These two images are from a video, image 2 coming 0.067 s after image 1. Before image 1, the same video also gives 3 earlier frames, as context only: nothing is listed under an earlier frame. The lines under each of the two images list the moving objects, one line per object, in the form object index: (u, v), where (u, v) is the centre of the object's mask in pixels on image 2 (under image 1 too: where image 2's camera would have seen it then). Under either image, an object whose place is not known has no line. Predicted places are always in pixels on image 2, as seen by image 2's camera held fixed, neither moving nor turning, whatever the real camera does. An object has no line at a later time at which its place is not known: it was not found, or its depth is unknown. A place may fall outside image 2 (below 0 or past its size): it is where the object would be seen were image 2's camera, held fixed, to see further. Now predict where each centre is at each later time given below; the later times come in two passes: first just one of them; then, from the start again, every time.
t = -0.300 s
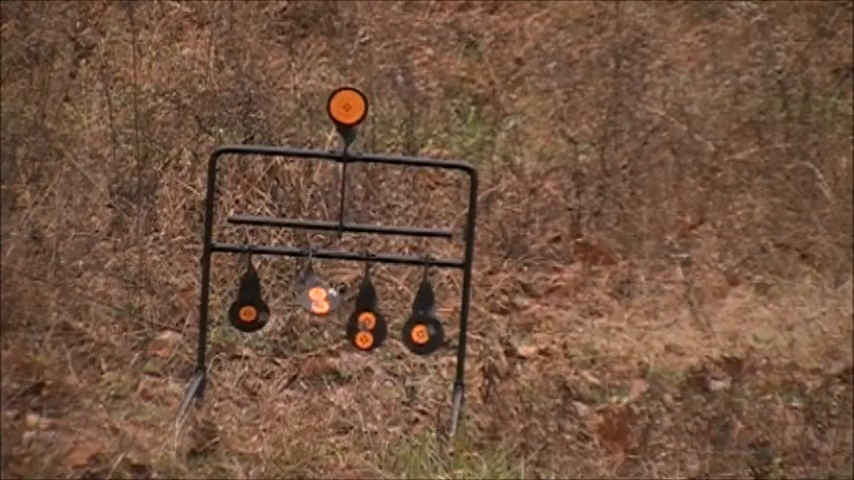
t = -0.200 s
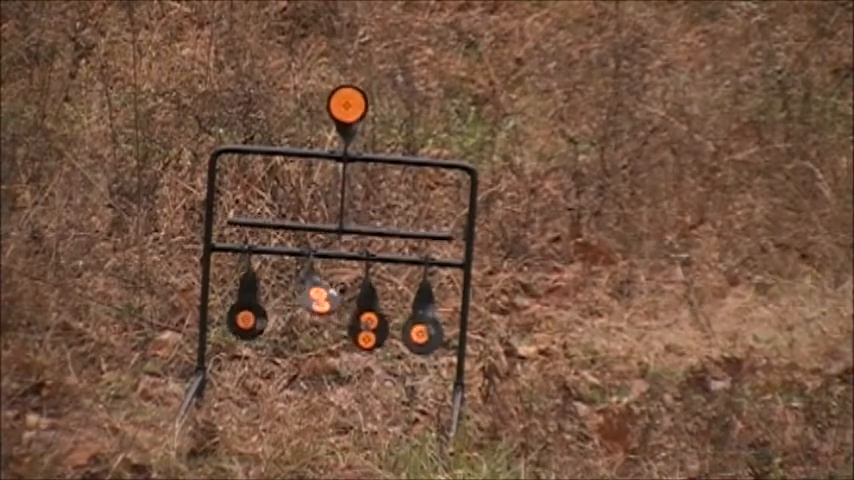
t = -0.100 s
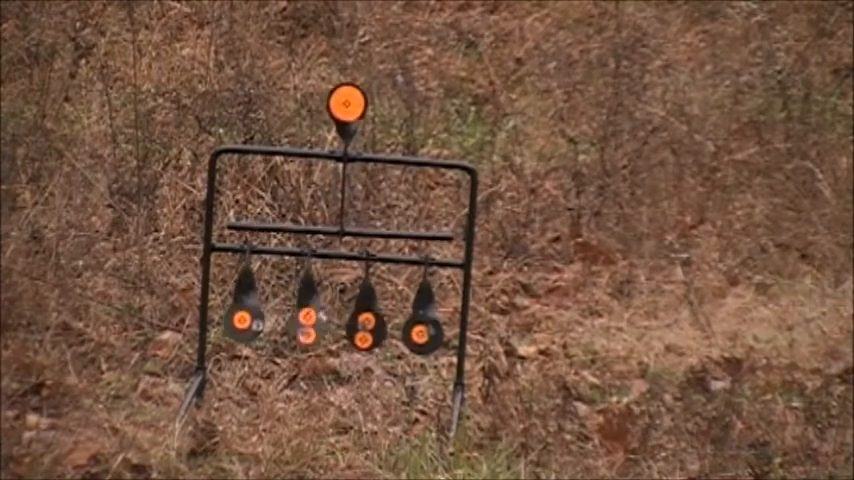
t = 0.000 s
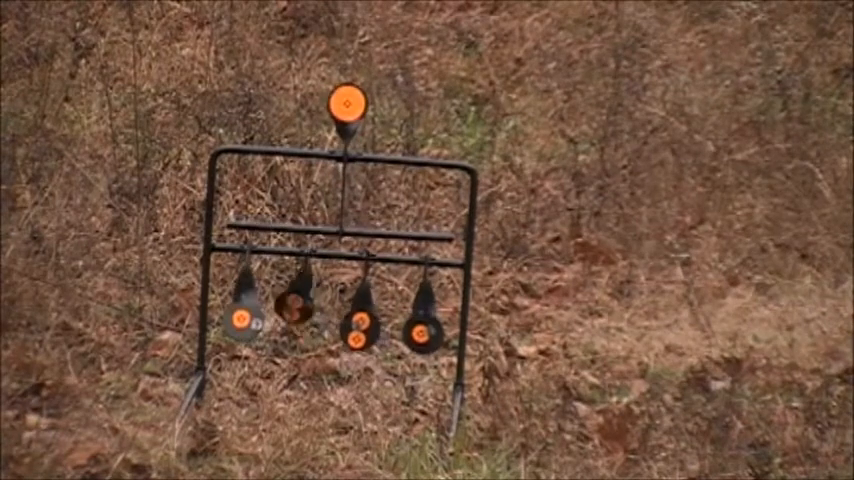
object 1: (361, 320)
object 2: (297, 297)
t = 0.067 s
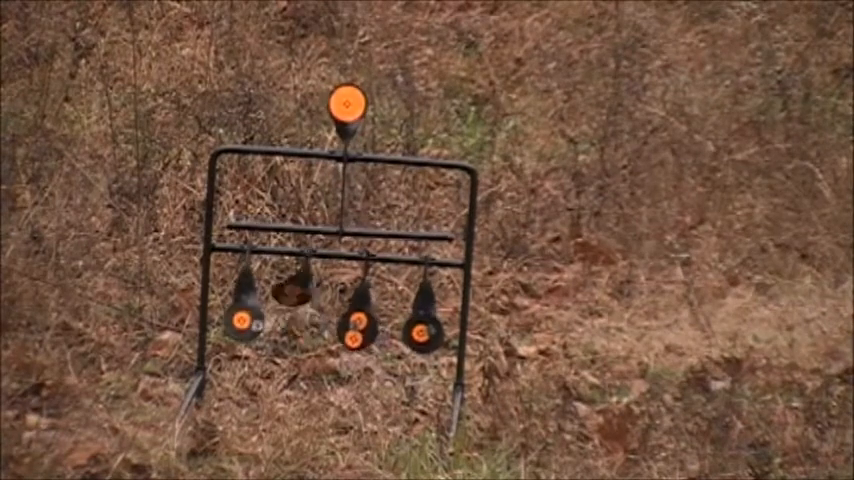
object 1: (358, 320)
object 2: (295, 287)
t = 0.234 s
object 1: (363, 320)
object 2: (303, 313)
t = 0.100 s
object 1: (358, 320)
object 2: (295, 288)
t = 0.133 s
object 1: (359, 320)
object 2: (297, 292)
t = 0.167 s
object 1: (360, 320)
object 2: (297, 300)
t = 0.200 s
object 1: (362, 321)
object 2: (299, 308)
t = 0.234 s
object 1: (363, 320)
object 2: (303, 313)
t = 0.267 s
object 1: (365, 320)
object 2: (306, 313)
